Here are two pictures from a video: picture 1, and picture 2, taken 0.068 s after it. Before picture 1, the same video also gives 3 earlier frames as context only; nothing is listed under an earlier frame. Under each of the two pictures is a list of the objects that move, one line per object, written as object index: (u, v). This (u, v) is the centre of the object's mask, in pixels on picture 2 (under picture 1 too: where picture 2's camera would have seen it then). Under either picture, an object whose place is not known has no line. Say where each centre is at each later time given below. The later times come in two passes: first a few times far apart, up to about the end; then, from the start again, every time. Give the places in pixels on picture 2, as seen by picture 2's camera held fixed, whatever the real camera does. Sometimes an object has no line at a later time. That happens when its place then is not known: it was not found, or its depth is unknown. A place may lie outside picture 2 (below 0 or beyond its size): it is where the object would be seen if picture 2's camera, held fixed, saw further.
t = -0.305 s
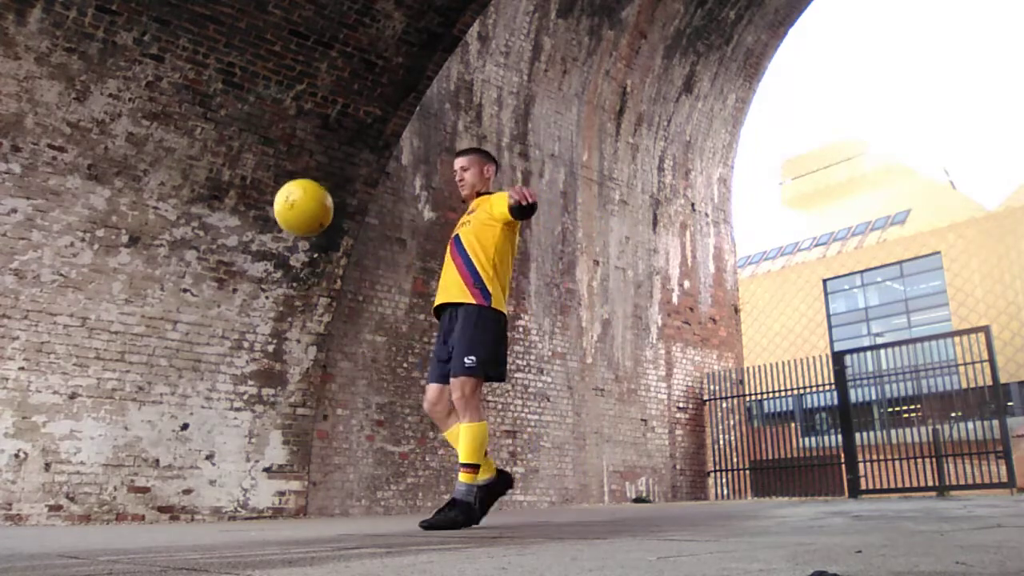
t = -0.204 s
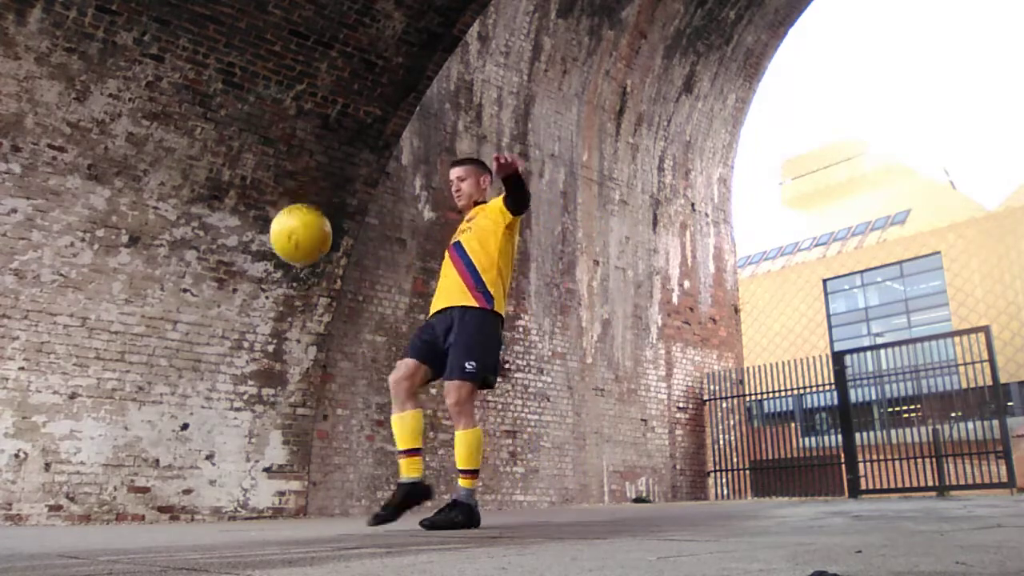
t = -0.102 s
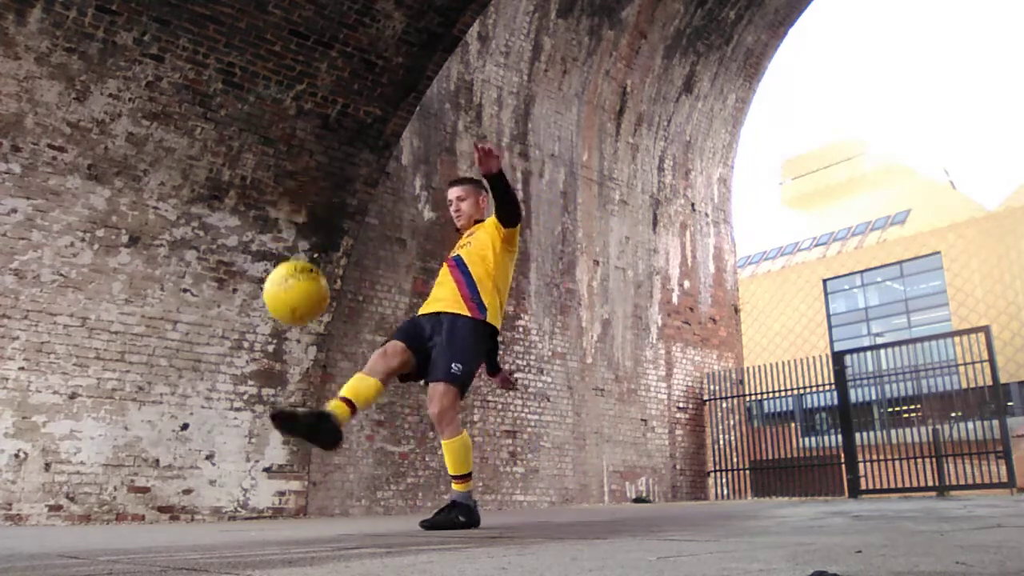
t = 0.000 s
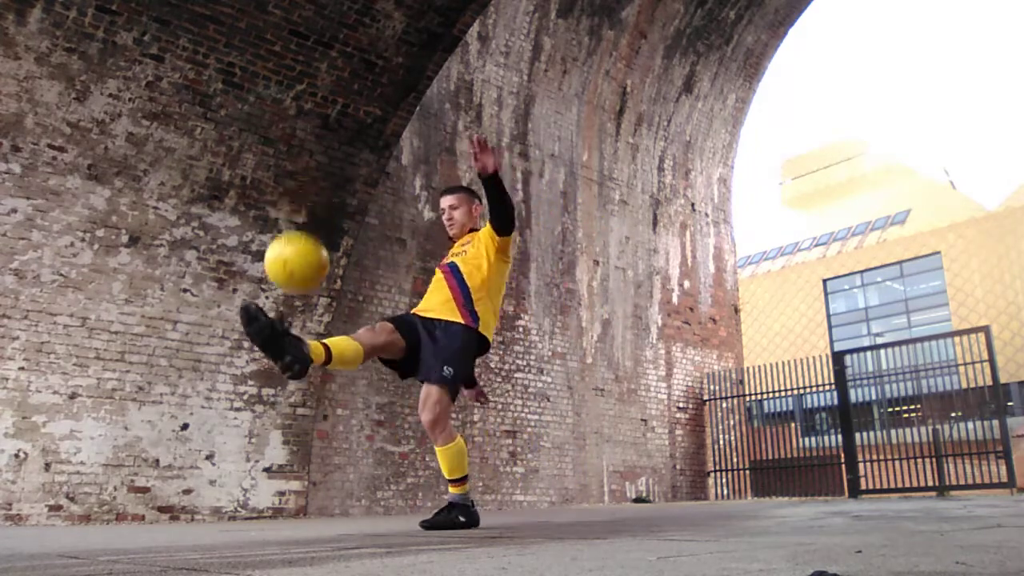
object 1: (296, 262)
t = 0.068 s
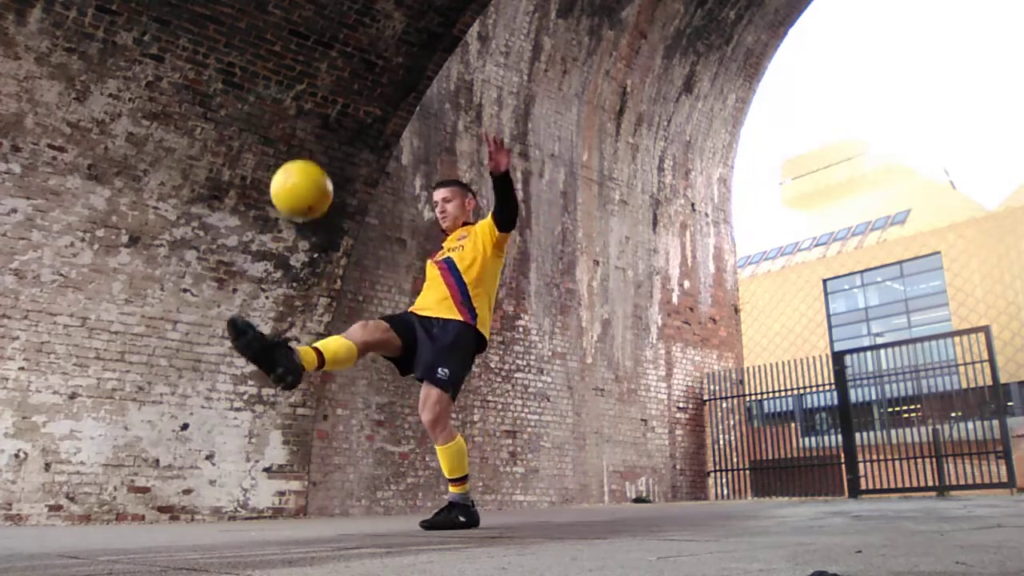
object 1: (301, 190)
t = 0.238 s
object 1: (309, 74)
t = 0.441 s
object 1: (311, 28)
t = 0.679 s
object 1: (307, 84)
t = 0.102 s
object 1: (303, 160)
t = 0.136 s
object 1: (305, 134)
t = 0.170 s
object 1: (307, 110)
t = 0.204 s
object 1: (308, 91)
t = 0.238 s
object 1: (309, 74)
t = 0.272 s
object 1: (310, 60)
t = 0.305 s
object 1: (310, 48)
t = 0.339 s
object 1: (311, 39)
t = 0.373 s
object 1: (311, 33)
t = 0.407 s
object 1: (311, 29)
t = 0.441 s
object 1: (311, 28)
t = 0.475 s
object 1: (311, 28)
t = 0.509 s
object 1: (311, 32)
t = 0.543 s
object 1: (310, 38)
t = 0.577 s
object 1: (310, 45)
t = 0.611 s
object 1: (309, 56)
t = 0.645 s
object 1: (308, 69)
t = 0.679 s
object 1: (307, 84)
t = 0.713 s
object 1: (306, 102)
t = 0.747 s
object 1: (305, 122)
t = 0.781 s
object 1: (303, 145)
